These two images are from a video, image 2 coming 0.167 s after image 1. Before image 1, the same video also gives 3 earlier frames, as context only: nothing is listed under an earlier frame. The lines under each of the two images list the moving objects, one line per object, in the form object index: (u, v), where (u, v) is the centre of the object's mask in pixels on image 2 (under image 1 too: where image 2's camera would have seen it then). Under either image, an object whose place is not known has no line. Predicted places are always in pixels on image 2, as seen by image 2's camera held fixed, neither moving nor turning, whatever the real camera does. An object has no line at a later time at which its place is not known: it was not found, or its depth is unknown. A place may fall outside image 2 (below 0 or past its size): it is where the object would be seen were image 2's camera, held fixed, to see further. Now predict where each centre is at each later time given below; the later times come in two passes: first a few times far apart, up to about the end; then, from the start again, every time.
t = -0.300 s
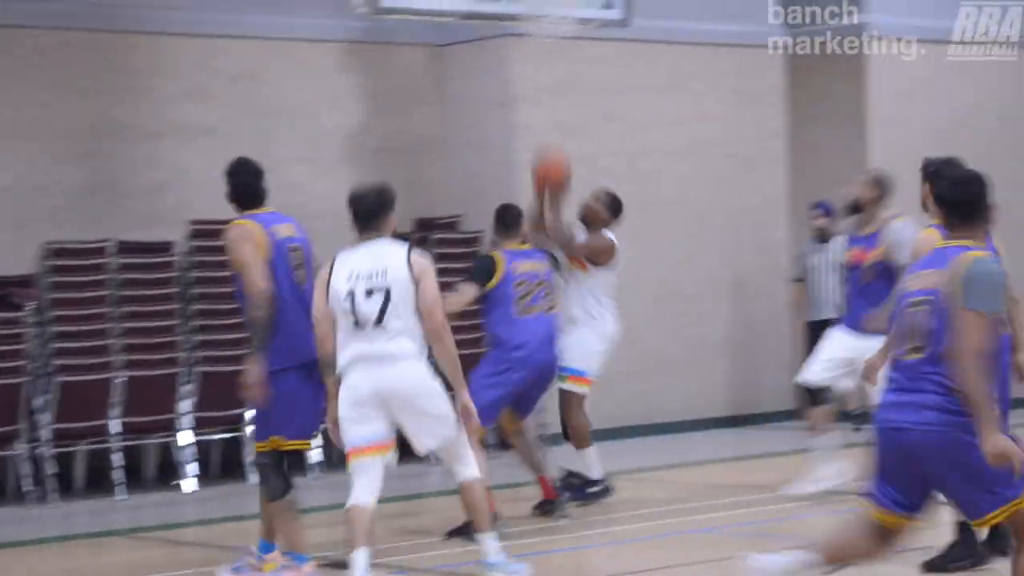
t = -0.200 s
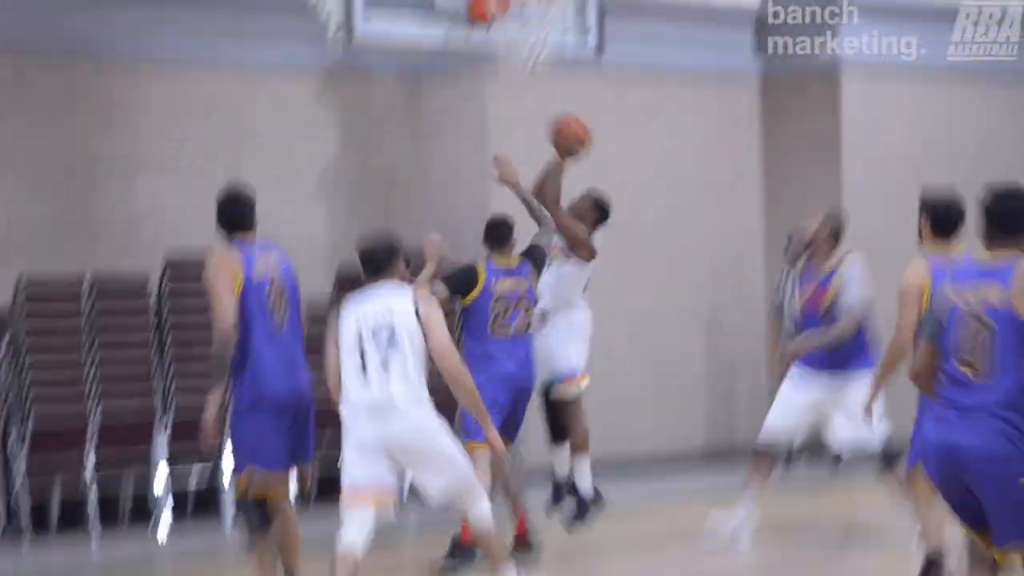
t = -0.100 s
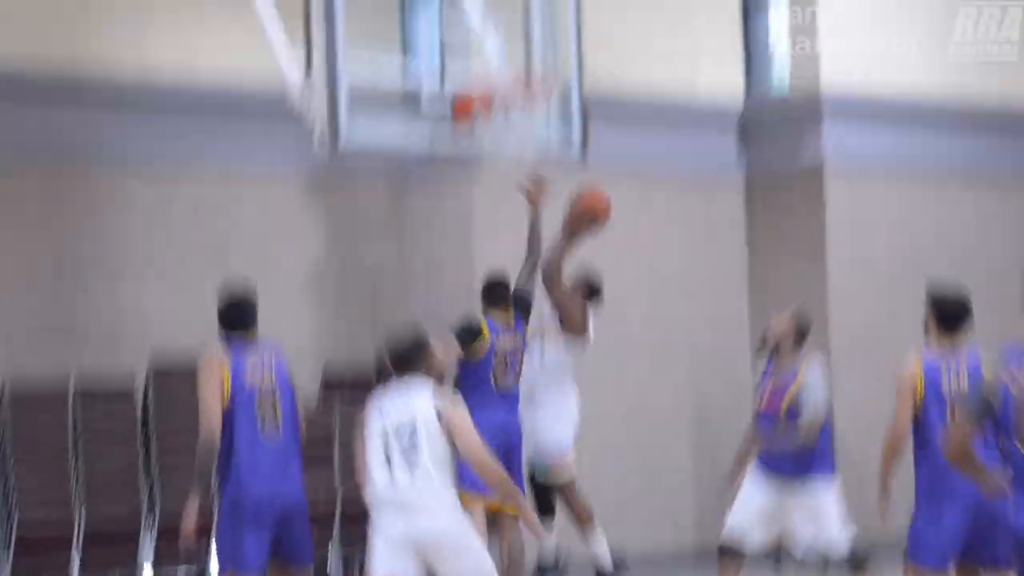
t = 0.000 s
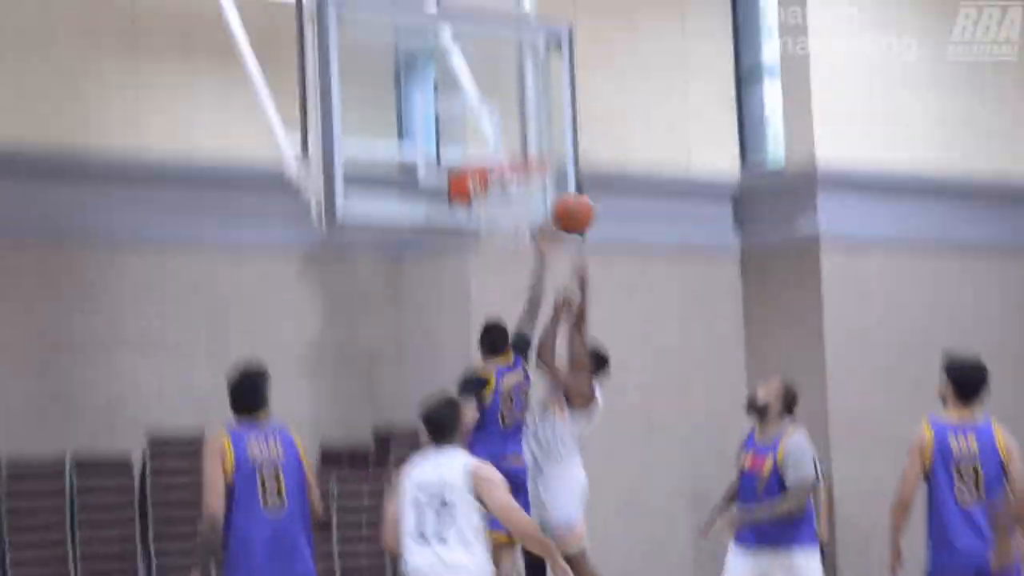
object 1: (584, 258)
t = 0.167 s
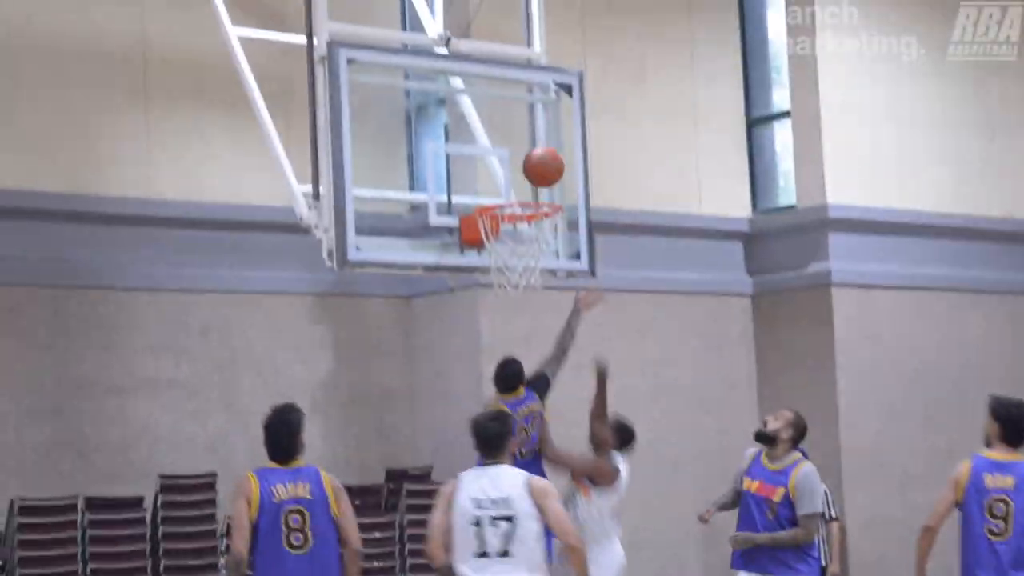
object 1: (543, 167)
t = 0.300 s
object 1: (540, 152)
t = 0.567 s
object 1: (532, 181)
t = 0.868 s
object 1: (509, 227)
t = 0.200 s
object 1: (542, 159)
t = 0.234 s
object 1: (542, 154)
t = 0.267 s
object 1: (542, 152)
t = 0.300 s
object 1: (540, 152)
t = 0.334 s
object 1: (540, 152)
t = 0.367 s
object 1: (540, 156)
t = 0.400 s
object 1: (539, 162)
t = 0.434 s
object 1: (539, 168)
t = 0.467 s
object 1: (540, 178)
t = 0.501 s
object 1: (540, 185)
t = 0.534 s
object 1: (536, 183)
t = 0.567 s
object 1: (532, 181)
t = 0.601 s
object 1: (529, 179)
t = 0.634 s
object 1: (524, 178)
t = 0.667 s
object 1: (521, 181)
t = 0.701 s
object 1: (518, 183)
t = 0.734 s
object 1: (514, 185)
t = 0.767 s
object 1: (509, 188)
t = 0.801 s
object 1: (506, 193)
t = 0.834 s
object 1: (510, 213)
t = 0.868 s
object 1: (509, 227)
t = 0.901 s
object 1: (497, 236)
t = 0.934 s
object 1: (496, 249)
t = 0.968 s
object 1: (497, 260)
